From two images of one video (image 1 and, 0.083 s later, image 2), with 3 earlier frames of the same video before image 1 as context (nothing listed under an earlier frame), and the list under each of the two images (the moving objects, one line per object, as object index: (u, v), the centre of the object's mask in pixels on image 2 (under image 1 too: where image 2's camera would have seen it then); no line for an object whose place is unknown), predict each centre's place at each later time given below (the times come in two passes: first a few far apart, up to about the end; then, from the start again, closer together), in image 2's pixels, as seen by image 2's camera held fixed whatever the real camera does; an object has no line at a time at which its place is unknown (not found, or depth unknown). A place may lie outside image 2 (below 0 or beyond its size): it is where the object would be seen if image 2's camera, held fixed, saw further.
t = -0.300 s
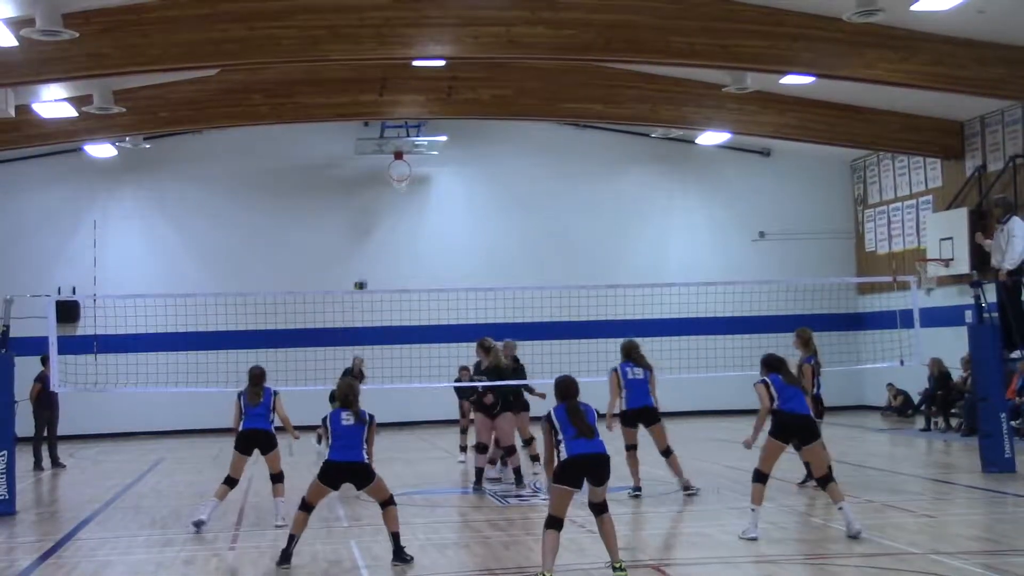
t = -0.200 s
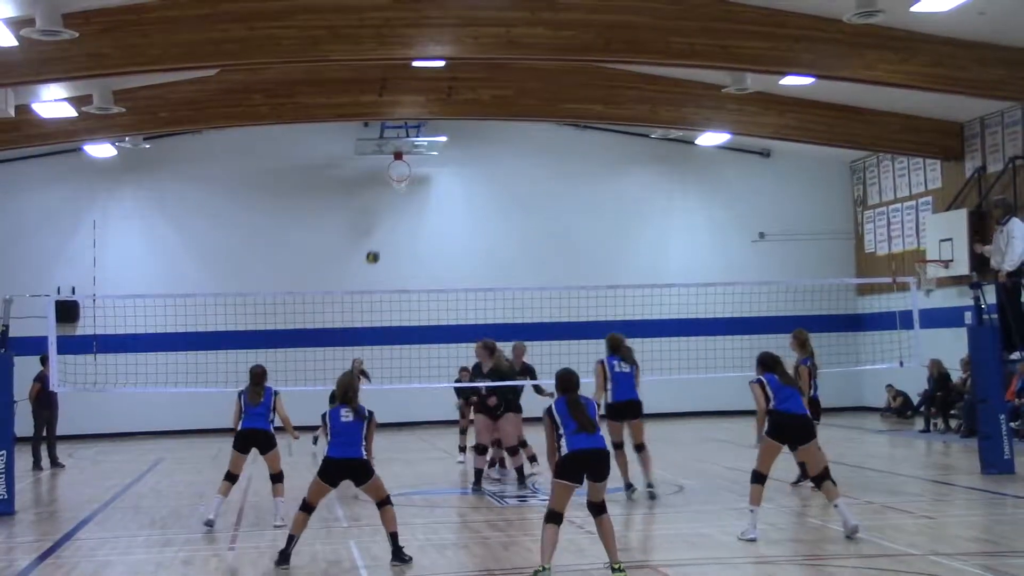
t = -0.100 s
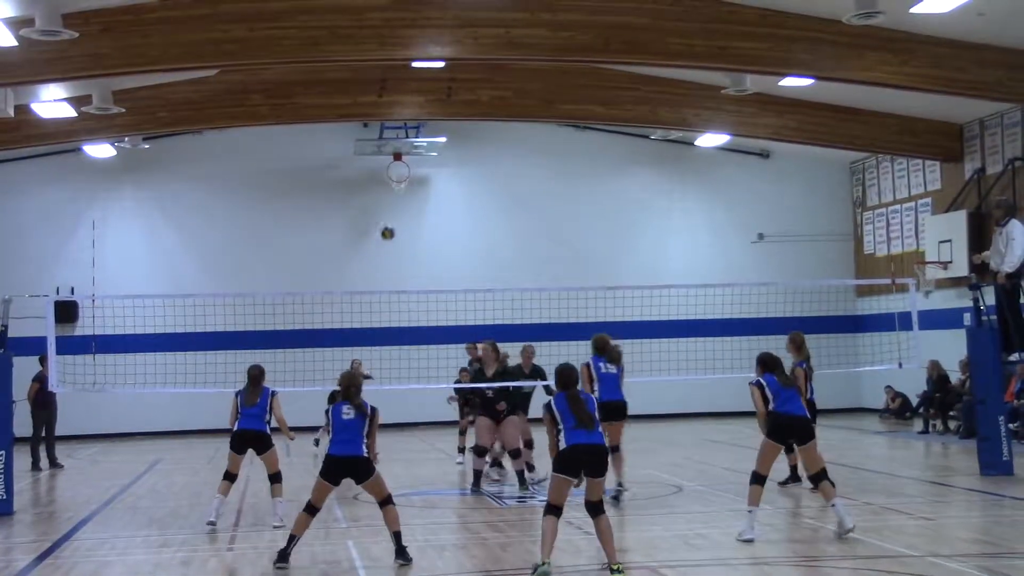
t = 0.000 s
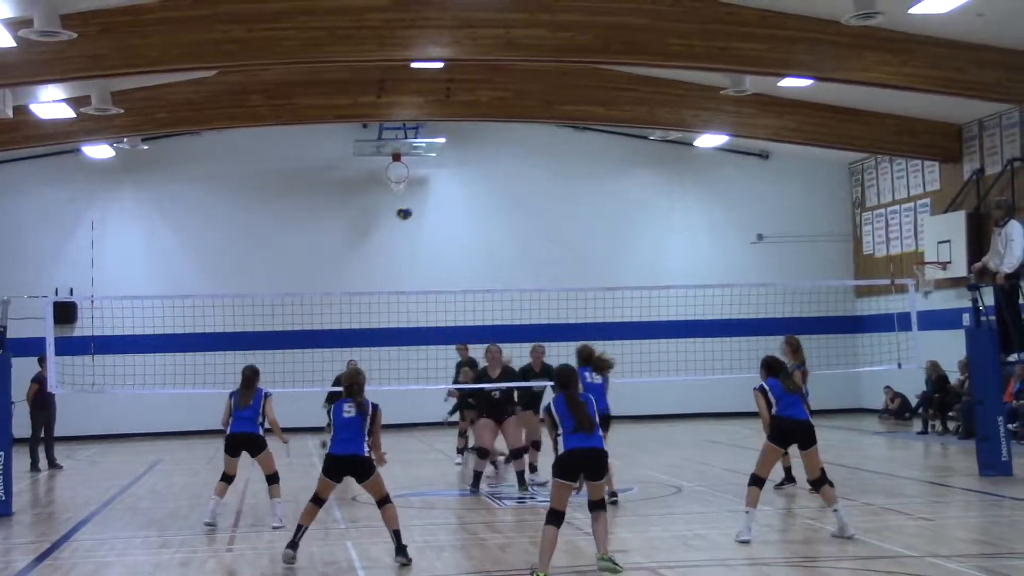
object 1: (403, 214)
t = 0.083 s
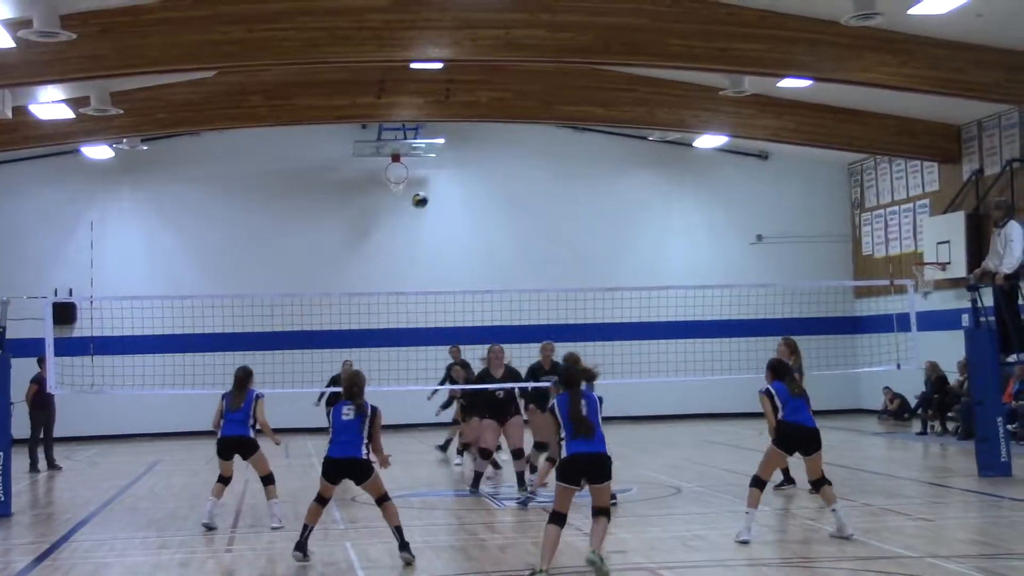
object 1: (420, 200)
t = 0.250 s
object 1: (460, 187)
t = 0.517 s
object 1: (537, 206)
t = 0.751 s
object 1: (625, 299)
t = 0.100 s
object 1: (424, 198)
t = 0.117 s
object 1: (427, 196)
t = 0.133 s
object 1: (431, 195)
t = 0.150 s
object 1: (435, 194)
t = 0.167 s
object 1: (439, 192)
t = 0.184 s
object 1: (443, 191)
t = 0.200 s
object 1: (447, 190)
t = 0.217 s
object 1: (451, 189)
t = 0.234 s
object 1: (456, 187)
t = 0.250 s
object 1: (460, 187)
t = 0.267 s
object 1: (465, 187)
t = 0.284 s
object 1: (469, 186)
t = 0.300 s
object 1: (474, 186)
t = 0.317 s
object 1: (479, 187)
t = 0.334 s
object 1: (483, 187)
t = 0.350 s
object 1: (488, 187)
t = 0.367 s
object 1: (493, 188)
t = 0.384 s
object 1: (498, 189)
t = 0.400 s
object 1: (503, 190)
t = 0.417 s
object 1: (508, 191)
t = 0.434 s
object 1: (512, 193)
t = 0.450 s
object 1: (518, 194)
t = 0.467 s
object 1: (522, 197)
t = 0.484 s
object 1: (527, 200)
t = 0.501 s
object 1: (532, 203)
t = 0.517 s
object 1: (537, 206)
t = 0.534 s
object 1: (542, 210)
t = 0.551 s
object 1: (548, 215)
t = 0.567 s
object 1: (553, 220)
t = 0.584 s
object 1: (559, 225)
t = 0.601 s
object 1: (565, 231)
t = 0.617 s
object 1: (571, 237)
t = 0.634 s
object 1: (578, 243)
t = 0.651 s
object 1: (584, 250)
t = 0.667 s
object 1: (590, 258)
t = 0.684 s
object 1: (597, 265)
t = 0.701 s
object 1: (603, 273)
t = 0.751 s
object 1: (625, 299)
